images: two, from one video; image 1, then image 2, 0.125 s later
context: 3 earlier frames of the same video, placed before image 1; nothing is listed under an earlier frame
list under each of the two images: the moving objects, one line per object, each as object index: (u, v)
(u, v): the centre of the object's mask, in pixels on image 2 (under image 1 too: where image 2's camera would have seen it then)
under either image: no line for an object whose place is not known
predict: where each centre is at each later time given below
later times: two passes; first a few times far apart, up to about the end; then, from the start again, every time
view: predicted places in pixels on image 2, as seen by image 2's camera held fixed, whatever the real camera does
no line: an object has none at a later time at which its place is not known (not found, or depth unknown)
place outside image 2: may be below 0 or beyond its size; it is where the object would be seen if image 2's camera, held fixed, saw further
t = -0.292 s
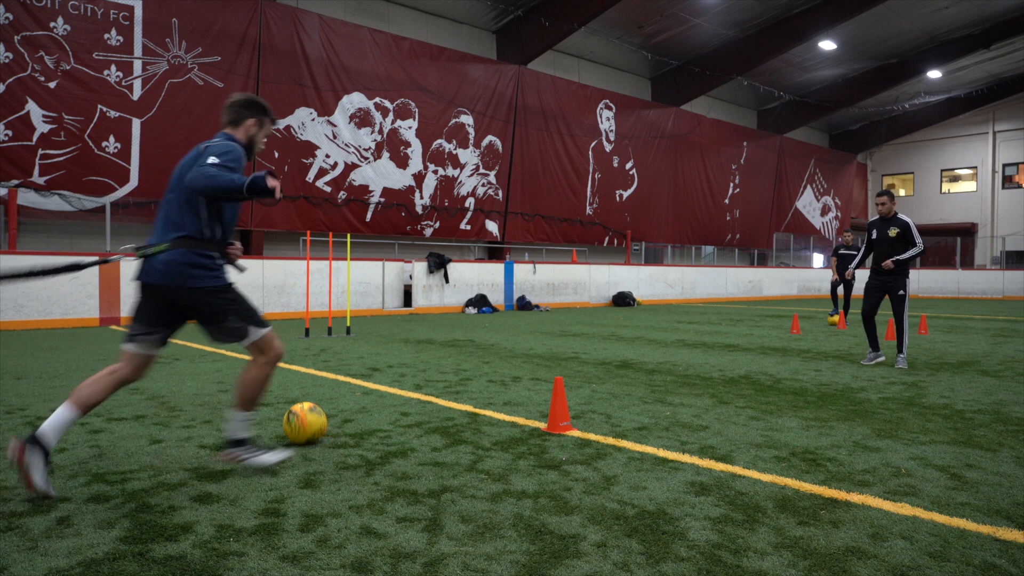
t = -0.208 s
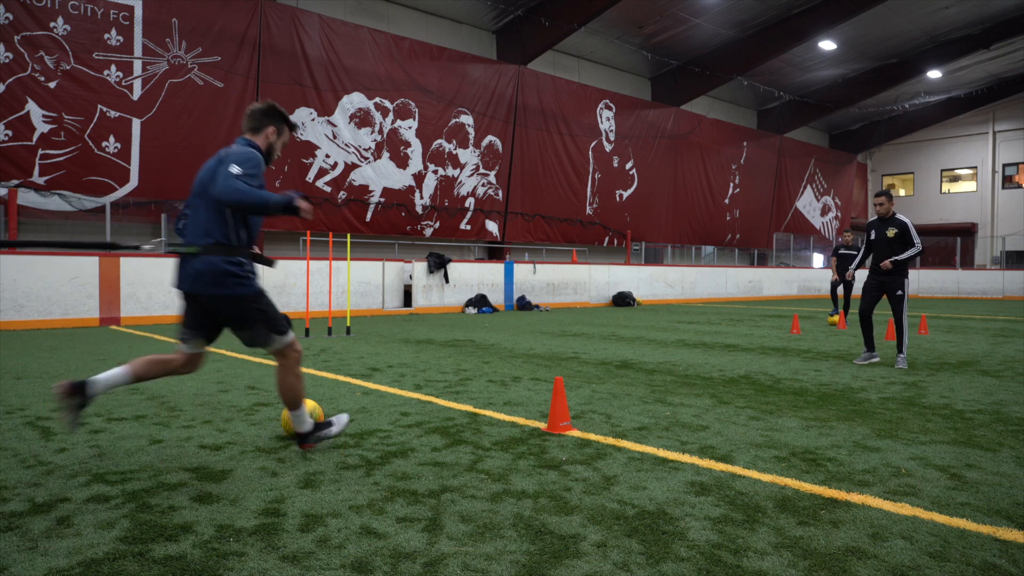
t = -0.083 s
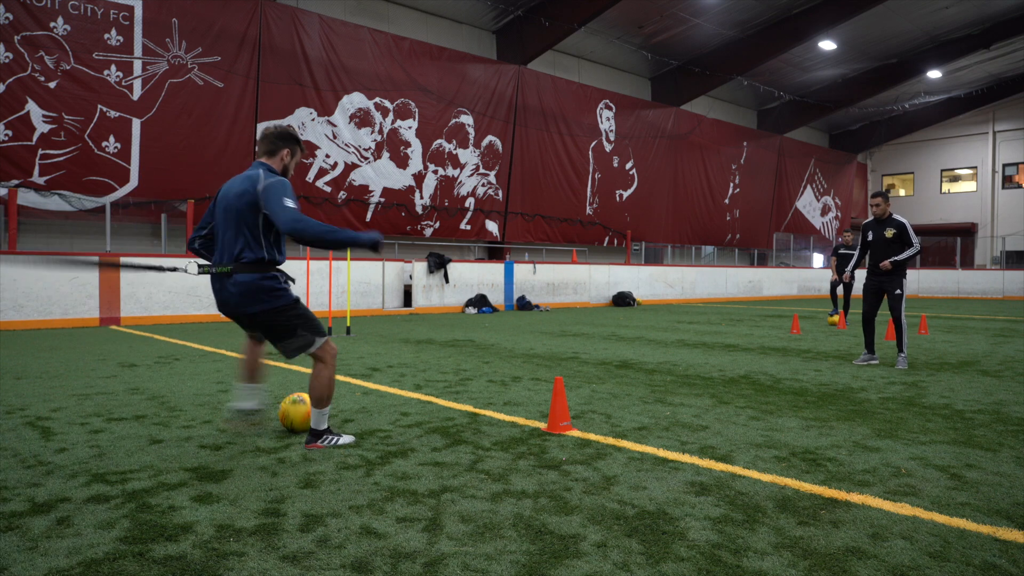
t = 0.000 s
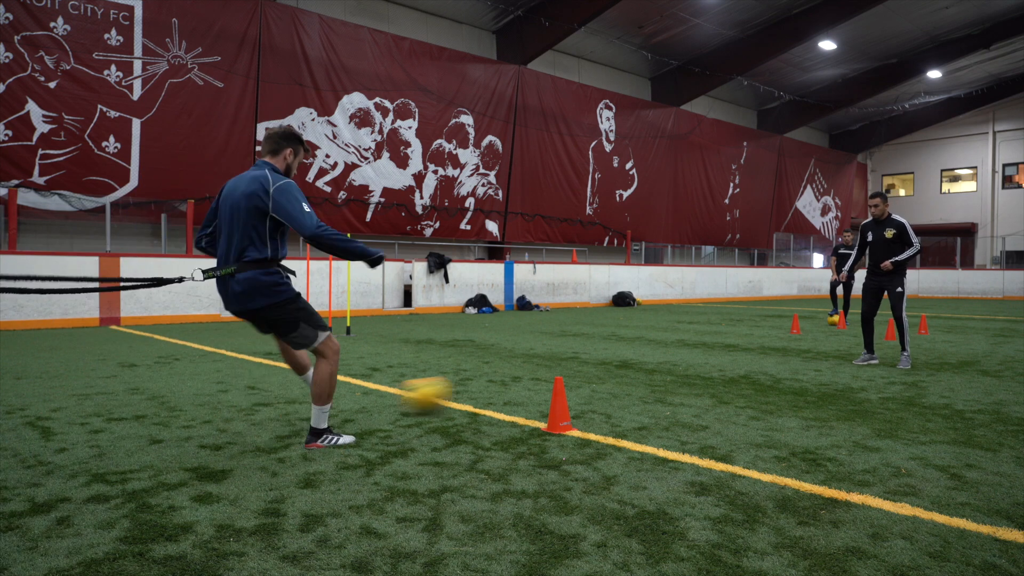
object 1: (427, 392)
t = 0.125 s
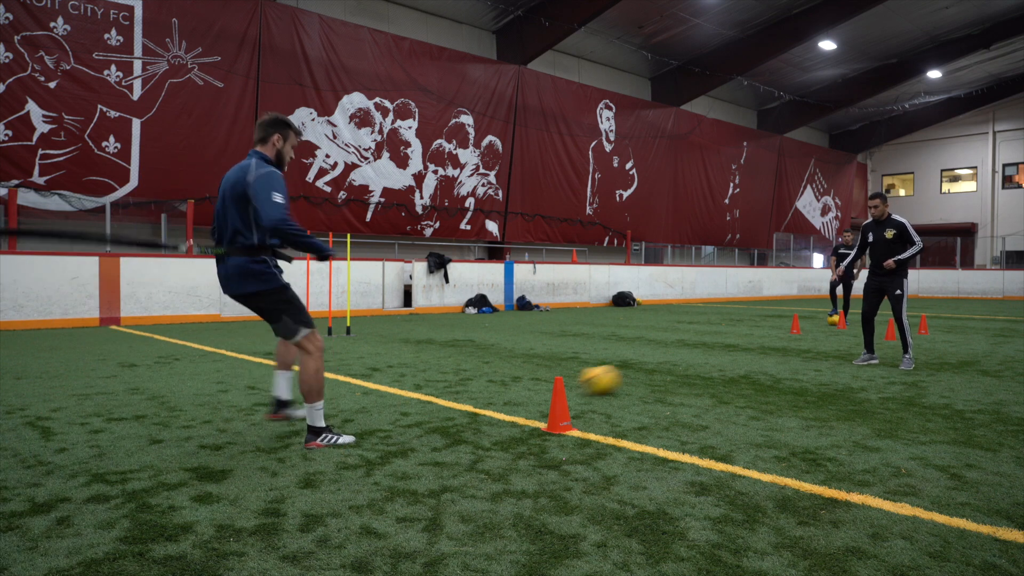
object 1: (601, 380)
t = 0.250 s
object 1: (718, 364)
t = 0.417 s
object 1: (825, 351)
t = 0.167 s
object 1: (643, 372)
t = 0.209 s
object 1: (681, 367)
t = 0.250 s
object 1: (718, 364)
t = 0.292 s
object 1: (750, 364)
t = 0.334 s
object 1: (780, 363)
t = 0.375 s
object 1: (803, 356)
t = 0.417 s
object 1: (825, 351)
